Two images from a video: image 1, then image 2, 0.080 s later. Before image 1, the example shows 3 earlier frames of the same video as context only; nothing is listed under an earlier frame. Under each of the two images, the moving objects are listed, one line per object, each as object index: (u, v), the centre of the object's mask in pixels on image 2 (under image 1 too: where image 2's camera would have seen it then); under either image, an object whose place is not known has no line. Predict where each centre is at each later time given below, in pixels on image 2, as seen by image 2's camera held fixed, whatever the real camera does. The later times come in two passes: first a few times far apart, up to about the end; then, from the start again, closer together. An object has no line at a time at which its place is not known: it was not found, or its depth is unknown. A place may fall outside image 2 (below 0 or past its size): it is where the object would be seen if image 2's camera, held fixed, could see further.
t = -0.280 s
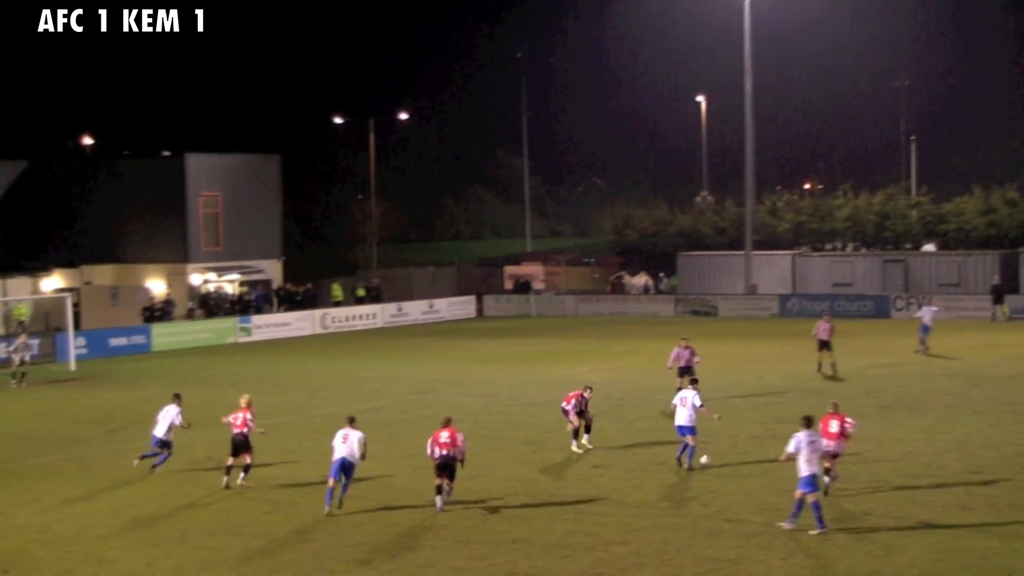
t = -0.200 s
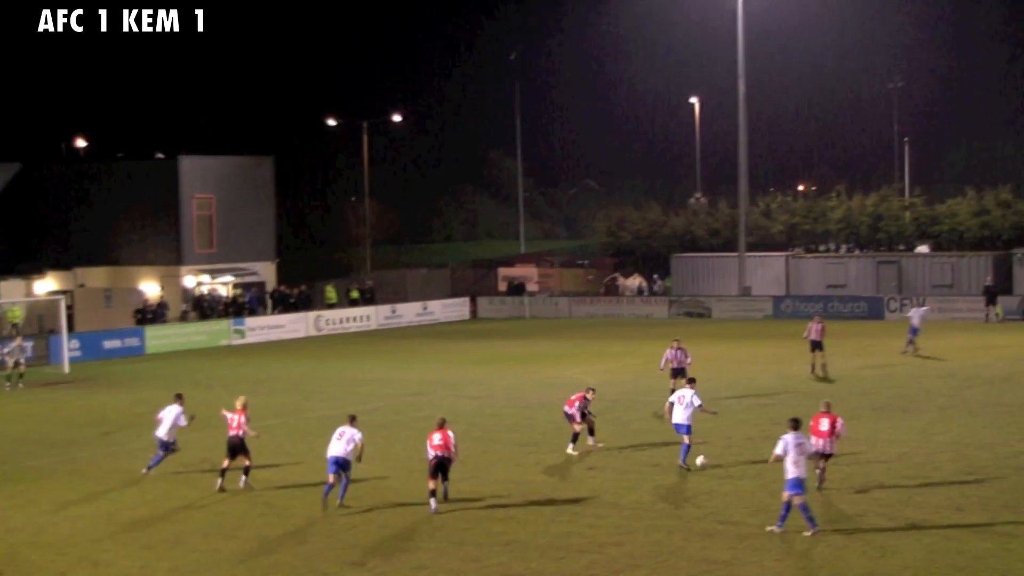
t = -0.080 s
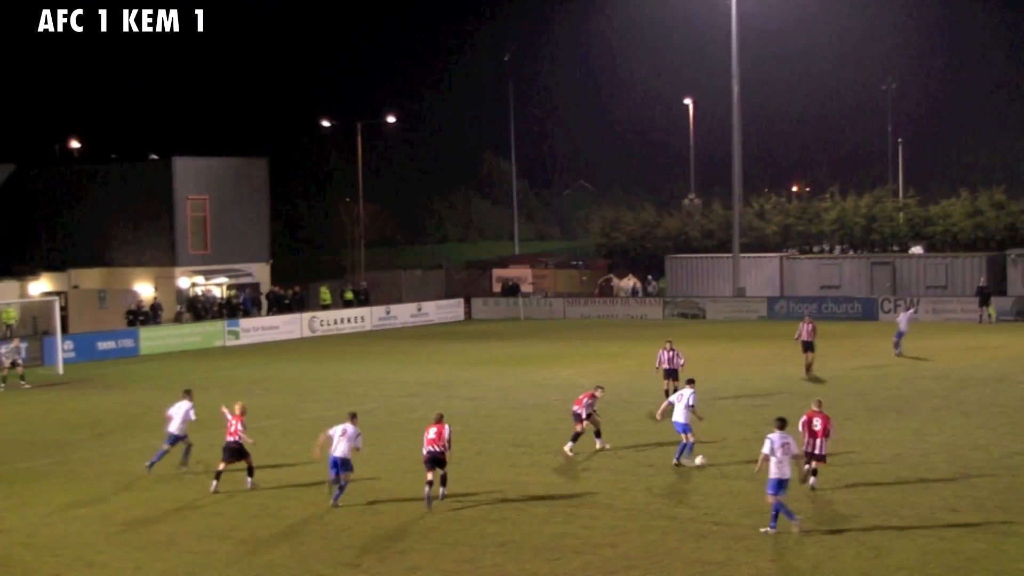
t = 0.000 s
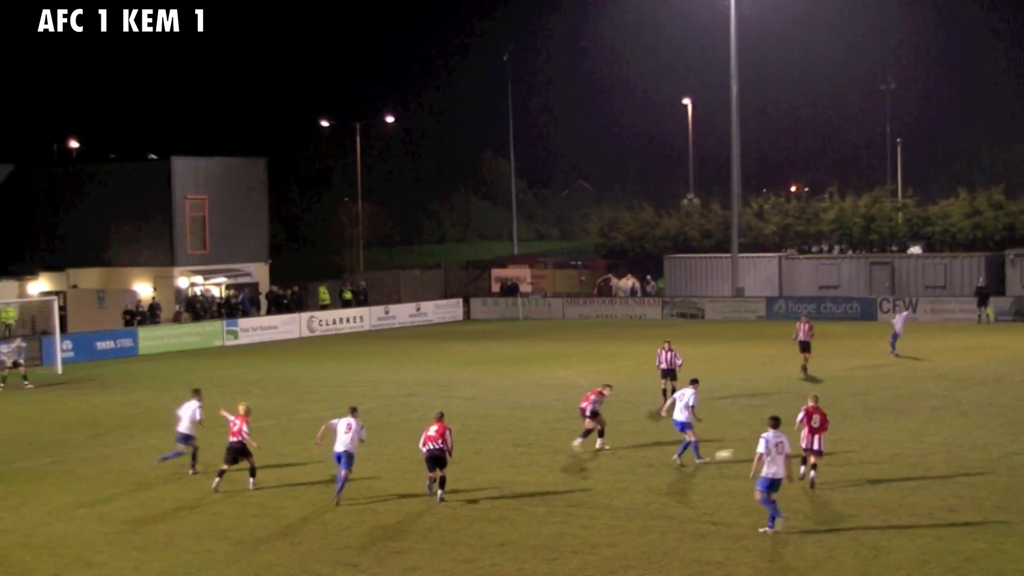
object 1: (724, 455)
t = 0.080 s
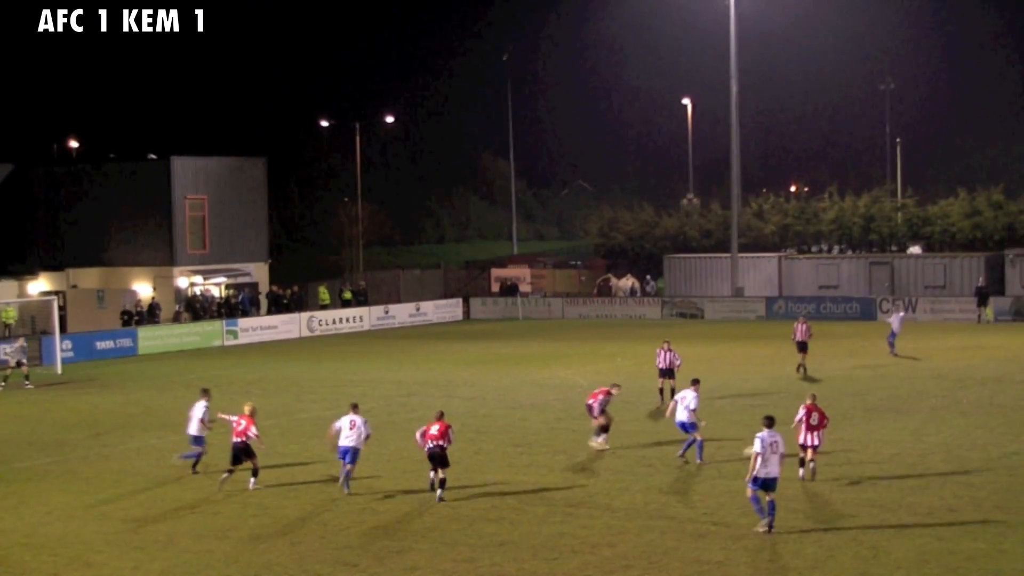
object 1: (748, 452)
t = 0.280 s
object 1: (821, 444)
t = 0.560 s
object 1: (896, 436)
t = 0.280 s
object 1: (821, 444)
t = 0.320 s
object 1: (831, 442)
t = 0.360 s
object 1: (843, 441)
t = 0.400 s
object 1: (855, 441)
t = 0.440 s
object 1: (867, 443)
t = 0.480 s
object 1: (878, 443)
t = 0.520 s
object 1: (887, 439)
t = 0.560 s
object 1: (896, 436)
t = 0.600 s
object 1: (906, 434)
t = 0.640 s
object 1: (915, 433)
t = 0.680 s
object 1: (924, 433)
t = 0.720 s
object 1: (933, 432)
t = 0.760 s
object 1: (942, 433)
